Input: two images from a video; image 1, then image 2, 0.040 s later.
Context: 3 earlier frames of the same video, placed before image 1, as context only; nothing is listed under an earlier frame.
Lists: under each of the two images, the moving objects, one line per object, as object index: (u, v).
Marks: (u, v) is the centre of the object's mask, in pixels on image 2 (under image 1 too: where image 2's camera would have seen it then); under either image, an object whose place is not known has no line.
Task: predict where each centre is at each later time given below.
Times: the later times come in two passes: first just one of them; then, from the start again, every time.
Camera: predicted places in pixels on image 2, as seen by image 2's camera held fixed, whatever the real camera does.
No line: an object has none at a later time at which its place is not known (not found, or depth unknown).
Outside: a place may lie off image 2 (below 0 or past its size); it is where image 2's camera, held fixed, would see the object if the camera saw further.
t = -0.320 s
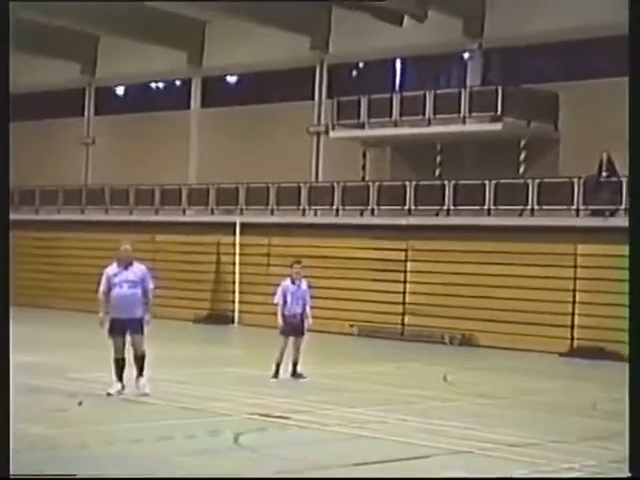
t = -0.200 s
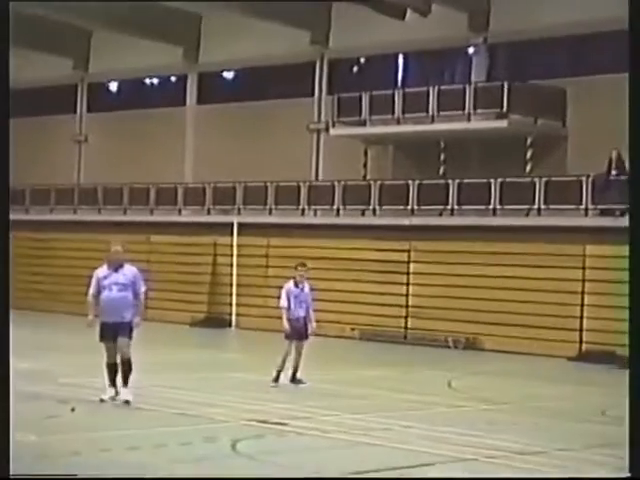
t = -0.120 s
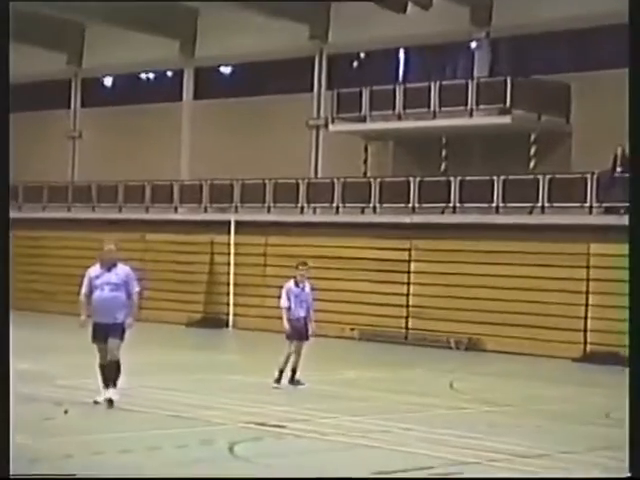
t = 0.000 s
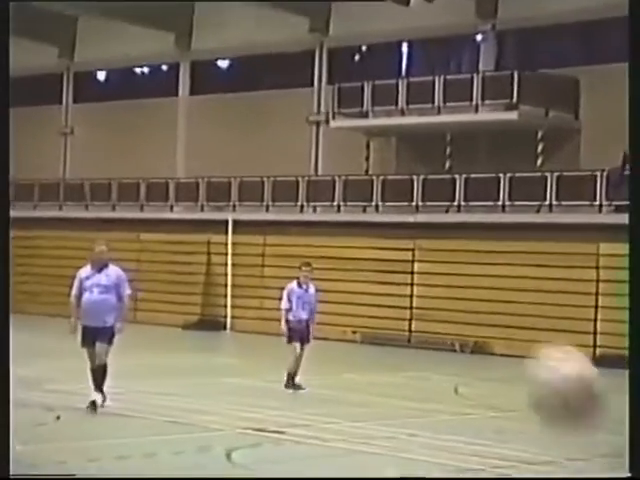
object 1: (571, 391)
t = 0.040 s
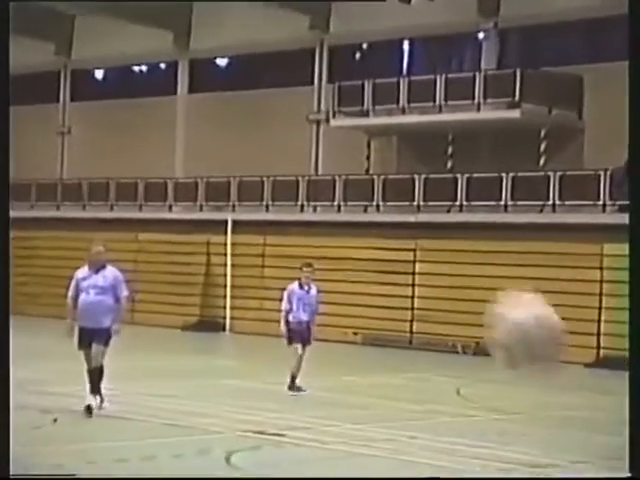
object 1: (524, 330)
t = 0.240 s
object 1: (316, 143)
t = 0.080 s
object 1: (484, 282)
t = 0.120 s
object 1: (439, 237)
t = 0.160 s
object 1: (399, 201)
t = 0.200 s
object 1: (357, 166)
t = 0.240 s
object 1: (316, 143)
